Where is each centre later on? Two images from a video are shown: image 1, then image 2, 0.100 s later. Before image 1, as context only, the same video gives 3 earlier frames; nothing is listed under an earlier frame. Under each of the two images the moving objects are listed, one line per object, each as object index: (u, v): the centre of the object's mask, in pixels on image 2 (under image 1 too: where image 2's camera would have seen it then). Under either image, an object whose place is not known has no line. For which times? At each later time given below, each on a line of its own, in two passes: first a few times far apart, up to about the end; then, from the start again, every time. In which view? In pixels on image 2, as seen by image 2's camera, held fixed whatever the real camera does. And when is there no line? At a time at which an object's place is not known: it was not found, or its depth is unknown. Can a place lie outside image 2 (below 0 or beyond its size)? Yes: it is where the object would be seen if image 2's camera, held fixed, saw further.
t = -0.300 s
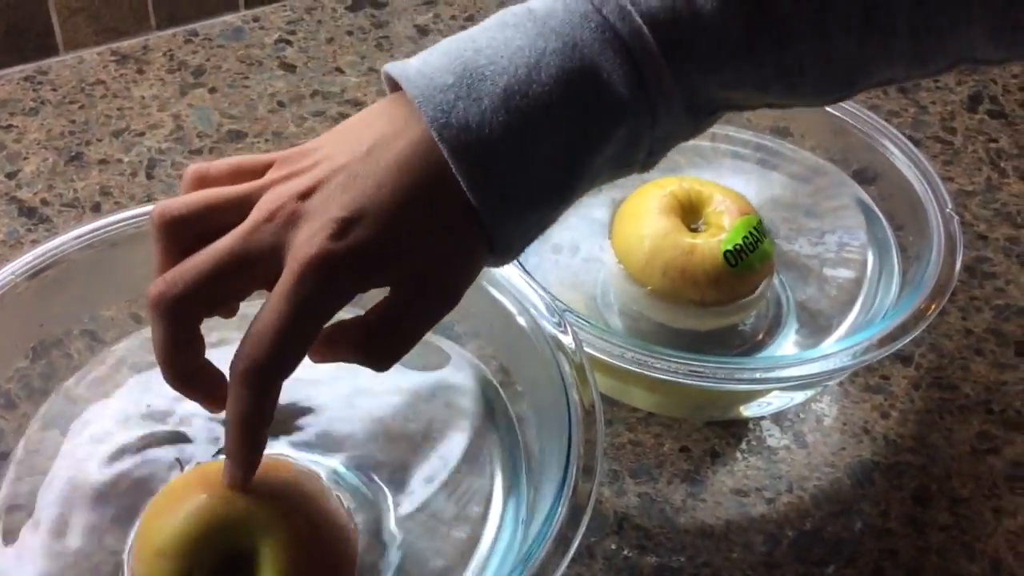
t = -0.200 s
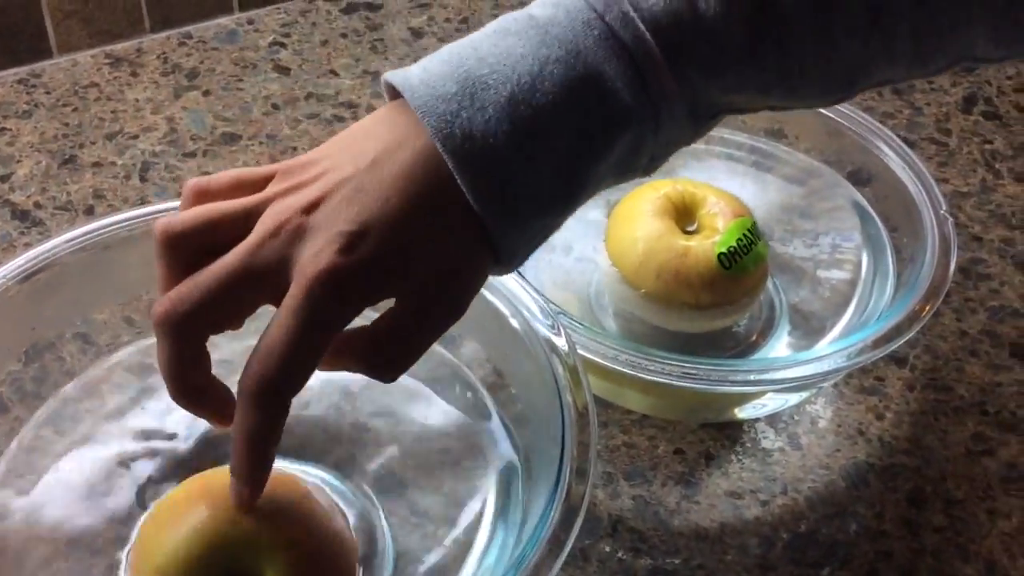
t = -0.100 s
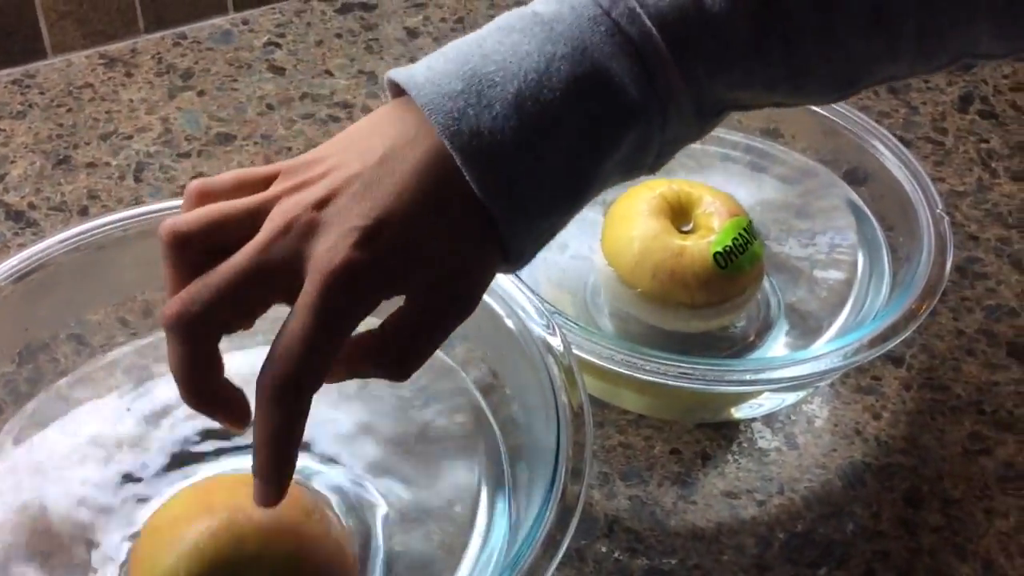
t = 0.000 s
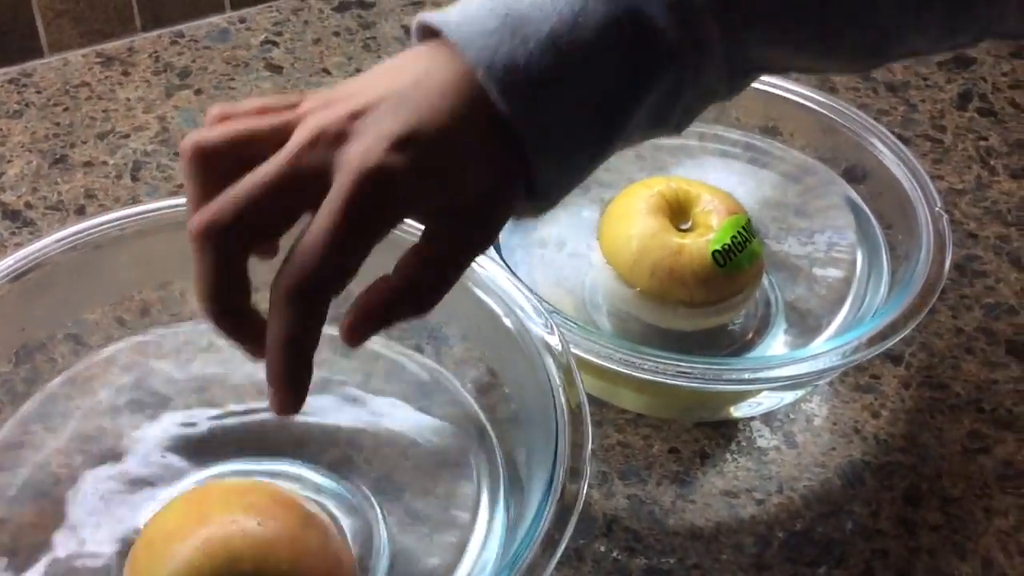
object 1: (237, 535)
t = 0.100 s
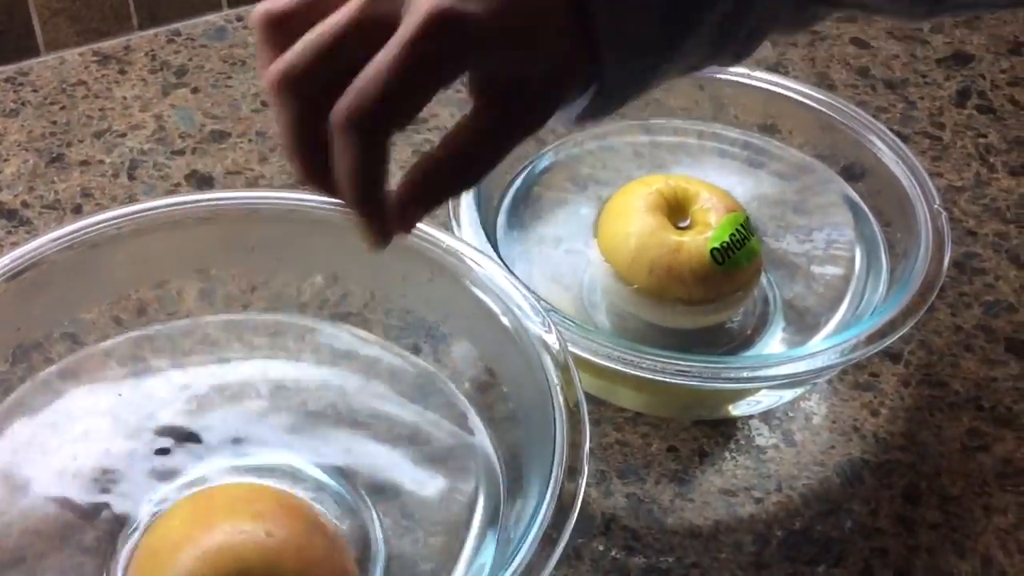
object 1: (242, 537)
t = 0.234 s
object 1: (255, 534)
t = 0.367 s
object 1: (257, 535)
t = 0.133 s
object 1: (245, 537)
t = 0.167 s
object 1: (248, 536)
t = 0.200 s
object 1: (252, 536)
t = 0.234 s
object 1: (255, 534)
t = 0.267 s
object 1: (258, 534)
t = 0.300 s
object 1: (259, 534)
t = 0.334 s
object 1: (257, 535)
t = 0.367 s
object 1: (257, 535)
